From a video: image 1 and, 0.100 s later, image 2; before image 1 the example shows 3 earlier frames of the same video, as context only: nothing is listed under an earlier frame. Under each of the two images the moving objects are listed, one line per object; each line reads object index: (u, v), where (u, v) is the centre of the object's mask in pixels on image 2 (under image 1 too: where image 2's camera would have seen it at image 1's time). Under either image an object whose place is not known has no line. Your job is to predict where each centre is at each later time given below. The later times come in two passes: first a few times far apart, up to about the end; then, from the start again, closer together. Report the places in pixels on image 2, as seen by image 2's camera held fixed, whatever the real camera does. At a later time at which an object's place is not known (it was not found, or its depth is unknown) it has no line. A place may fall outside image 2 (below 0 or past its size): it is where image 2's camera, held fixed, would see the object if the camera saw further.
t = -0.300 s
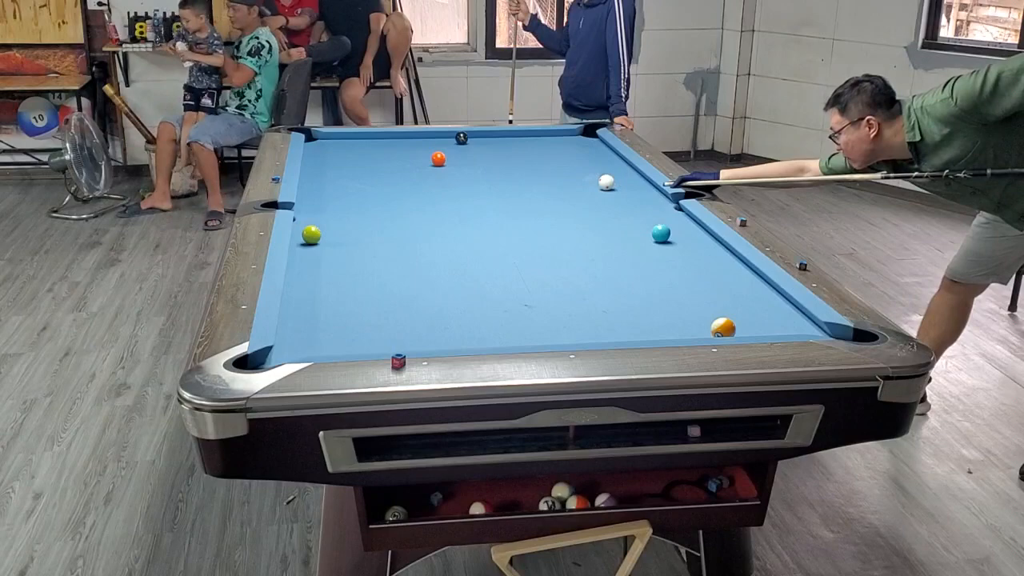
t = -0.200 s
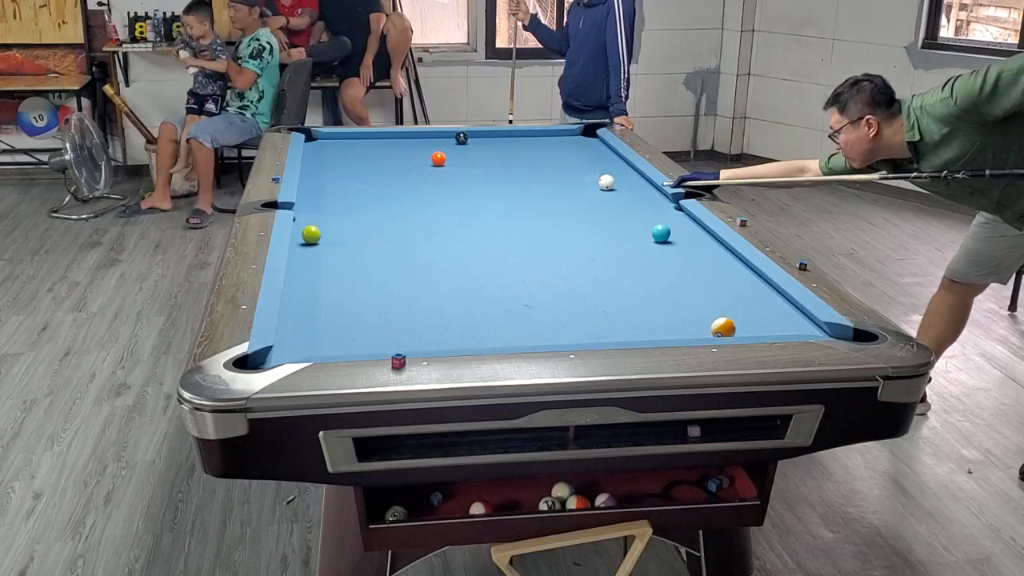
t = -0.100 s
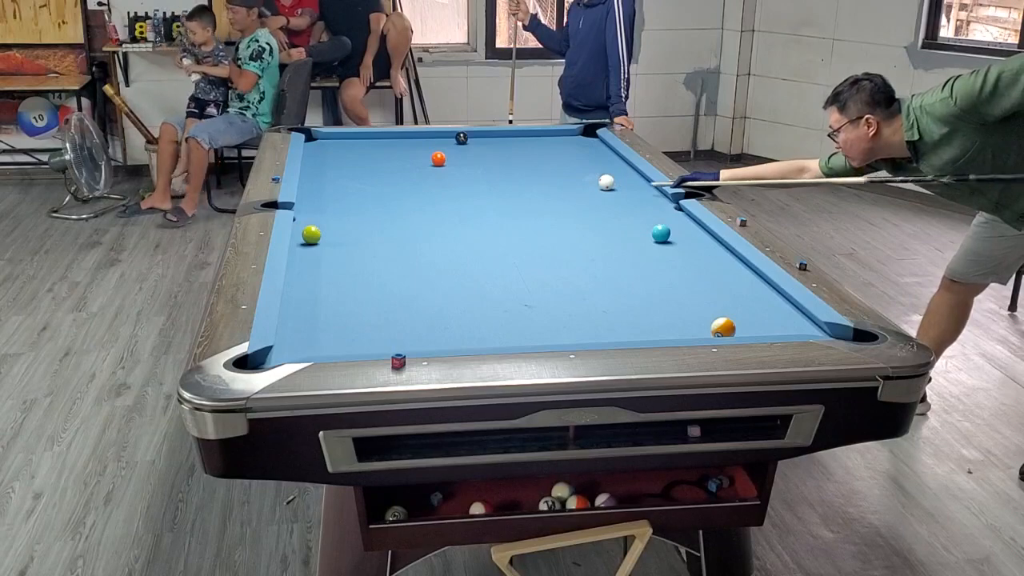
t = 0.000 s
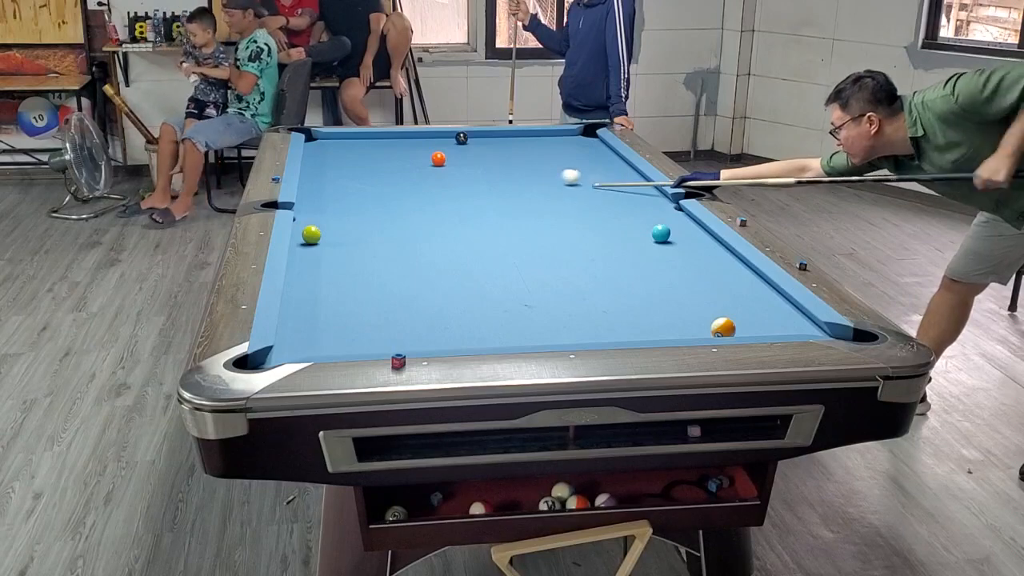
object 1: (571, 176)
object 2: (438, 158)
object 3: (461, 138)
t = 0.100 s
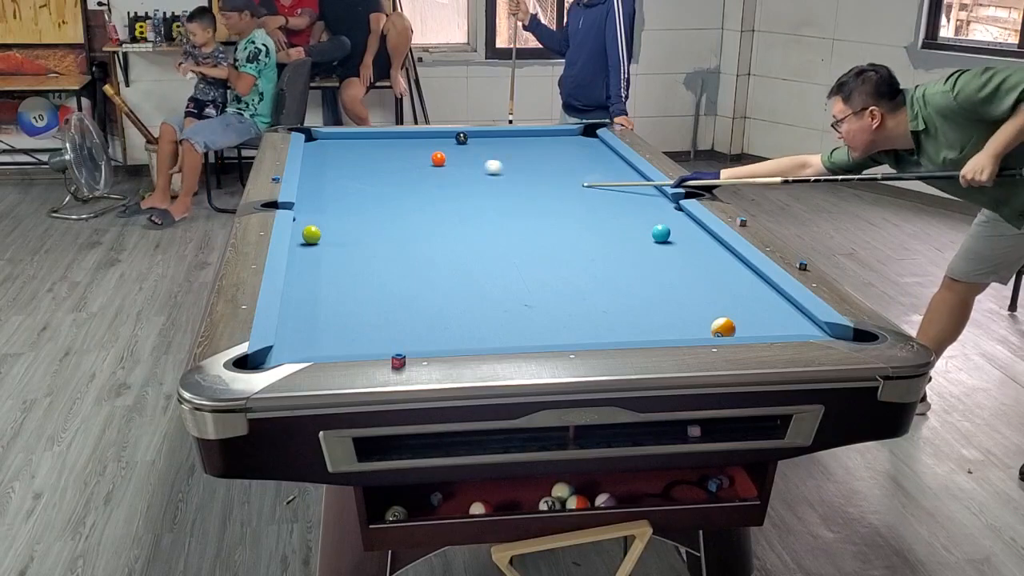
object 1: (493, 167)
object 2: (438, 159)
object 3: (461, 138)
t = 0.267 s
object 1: (438, 163)
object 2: (389, 148)
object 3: (461, 138)
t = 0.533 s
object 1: (423, 167)
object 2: (321, 137)
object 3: (461, 138)
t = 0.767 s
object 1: (410, 171)
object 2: (365, 137)
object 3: (461, 138)
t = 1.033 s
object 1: (395, 176)
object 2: (412, 138)
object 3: (461, 138)
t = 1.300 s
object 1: (381, 180)
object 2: (451, 139)
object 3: (468, 137)
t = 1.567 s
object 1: (367, 184)
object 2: (466, 141)
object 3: (493, 136)
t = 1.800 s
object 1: (355, 187)
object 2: (478, 143)
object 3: (514, 135)
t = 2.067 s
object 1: (342, 191)
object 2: (492, 144)
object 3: (536, 133)
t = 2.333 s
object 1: (329, 195)
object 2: (505, 146)
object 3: (556, 132)
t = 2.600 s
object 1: (317, 199)
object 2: (518, 148)
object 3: (574, 132)
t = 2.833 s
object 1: (307, 201)
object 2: (528, 149)
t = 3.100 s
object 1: (306, 203)
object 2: (538, 151)
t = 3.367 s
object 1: (311, 205)
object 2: (549, 152)
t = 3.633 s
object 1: (315, 206)
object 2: (558, 153)
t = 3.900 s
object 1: (317, 207)
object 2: (566, 154)
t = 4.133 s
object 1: (318, 208)
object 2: (572, 155)
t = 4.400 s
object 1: (318, 208)
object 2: (579, 156)
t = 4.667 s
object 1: (318, 208)
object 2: (584, 157)
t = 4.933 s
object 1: (318, 208)
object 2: (589, 157)
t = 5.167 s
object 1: (319, 208)
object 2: (592, 158)
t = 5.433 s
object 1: (319, 208)
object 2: (594, 158)
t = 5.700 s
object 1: (319, 208)
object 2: (596, 158)
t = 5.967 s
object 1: (319, 208)
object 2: (597, 158)
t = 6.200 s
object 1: (319, 208)
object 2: (597, 158)
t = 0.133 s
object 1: (470, 164)
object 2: (438, 158)
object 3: (461, 138)
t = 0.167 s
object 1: (448, 161)
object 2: (436, 158)
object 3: (461, 138)
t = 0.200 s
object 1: (444, 161)
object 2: (421, 155)
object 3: (461, 138)
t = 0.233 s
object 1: (441, 162)
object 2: (404, 152)
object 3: (461, 138)
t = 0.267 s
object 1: (438, 163)
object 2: (389, 148)
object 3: (461, 138)
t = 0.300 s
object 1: (436, 163)
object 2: (375, 145)
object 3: (461, 138)
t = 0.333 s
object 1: (434, 164)
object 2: (361, 142)
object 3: (461, 138)
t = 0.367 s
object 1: (432, 164)
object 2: (347, 140)
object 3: (461, 138)
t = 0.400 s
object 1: (430, 165)
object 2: (335, 137)
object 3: (461, 138)
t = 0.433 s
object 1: (428, 166)
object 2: (323, 135)
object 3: (461, 138)
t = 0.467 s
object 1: (426, 166)
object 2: (313, 136)
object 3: (461, 138)
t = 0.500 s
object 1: (424, 167)
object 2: (313, 136)
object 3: (461, 138)
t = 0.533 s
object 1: (423, 167)
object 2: (321, 137)
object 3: (461, 138)
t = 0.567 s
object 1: (421, 168)
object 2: (328, 137)
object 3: (461, 138)
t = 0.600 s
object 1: (419, 169)
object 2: (335, 137)
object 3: (461, 138)
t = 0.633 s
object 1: (417, 169)
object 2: (341, 137)
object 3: (461, 138)
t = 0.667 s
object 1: (415, 170)
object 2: (347, 137)
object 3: (461, 138)
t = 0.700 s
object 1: (413, 170)
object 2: (353, 137)
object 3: (461, 138)
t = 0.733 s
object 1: (412, 171)
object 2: (359, 137)
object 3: (461, 138)
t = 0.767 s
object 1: (410, 171)
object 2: (365, 137)
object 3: (461, 138)
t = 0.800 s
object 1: (408, 172)
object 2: (371, 137)
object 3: (461, 138)
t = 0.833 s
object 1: (406, 172)
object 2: (377, 137)
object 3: (461, 138)
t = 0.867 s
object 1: (404, 173)
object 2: (383, 137)
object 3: (461, 138)
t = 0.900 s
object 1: (402, 173)
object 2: (389, 138)
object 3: (461, 138)
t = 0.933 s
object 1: (400, 174)
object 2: (394, 138)
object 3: (461, 138)
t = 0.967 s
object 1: (399, 175)
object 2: (401, 138)
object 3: (461, 138)
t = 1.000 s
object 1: (397, 175)
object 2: (406, 138)
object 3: (461, 138)
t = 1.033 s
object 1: (395, 176)
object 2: (412, 138)
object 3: (461, 138)
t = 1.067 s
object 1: (393, 176)
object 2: (418, 138)
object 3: (461, 138)
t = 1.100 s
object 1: (392, 176)
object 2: (423, 138)
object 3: (461, 138)
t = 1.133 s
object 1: (390, 177)
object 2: (429, 138)
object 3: (461, 138)
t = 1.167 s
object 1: (388, 178)
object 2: (435, 138)
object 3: (461, 138)
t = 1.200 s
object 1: (386, 178)
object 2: (440, 138)
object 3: (461, 138)
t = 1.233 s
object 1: (384, 179)
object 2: (446, 138)
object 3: (461, 138)
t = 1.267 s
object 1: (383, 179)
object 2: (449, 138)
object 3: (463, 138)
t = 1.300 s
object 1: (381, 180)
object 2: (451, 139)
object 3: (468, 137)
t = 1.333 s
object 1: (379, 180)
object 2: (452, 139)
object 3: (471, 137)
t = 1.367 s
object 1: (377, 181)
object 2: (454, 139)
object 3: (474, 137)
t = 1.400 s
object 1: (375, 181)
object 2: (456, 139)
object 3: (477, 137)
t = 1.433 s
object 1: (374, 182)
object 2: (458, 140)
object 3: (481, 137)
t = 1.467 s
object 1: (372, 182)
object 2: (460, 140)
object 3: (484, 137)
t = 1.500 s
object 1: (370, 183)
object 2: (462, 140)
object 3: (487, 136)
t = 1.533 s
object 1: (369, 183)
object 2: (464, 141)
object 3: (490, 136)
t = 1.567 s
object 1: (367, 184)
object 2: (466, 141)
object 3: (493, 136)
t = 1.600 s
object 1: (365, 184)
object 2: (467, 141)
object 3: (496, 136)
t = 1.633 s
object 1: (363, 185)
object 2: (469, 141)
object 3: (499, 136)
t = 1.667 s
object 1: (361, 185)
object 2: (471, 142)
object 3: (502, 136)
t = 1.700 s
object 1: (360, 186)
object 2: (473, 142)
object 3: (505, 135)
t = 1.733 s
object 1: (358, 186)
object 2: (475, 142)
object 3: (508, 135)
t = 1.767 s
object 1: (357, 187)
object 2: (476, 142)
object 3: (511, 135)
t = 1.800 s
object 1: (355, 187)
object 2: (478, 143)
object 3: (514, 135)
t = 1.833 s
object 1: (353, 188)
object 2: (480, 143)
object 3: (516, 135)
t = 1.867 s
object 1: (351, 188)
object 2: (482, 143)
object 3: (519, 135)
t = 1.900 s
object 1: (350, 189)
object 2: (483, 143)
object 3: (522, 134)
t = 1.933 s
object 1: (348, 189)
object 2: (485, 144)
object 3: (525, 134)
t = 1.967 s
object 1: (347, 190)
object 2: (487, 144)
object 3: (528, 134)
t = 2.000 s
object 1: (345, 190)
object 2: (489, 144)
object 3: (531, 134)
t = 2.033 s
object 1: (343, 191)
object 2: (490, 144)
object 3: (533, 134)
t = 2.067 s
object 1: (342, 191)
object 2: (492, 144)
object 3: (536, 133)
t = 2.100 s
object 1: (340, 192)
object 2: (494, 145)
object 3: (539, 133)
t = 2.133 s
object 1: (338, 192)
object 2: (496, 145)
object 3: (541, 133)
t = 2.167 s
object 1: (337, 192)
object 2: (497, 145)
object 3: (544, 133)
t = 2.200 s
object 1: (335, 193)
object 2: (499, 145)
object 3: (547, 133)
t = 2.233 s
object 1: (334, 193)
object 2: (500, 146)
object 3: (549, 133)
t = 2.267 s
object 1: (332, 194)
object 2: (502, 146)
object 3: (552, 132)
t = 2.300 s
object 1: (331, 194)
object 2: (504, 146)
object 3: (554, 132)
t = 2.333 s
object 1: (329, 195)
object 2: (505, 146)
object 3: (556, 132)
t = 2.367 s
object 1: (327, 195)
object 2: (507, 147)
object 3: (559, 132)
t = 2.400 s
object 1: (326, 196)
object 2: (508, 147)
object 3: (561, 132)
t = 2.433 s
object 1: (325, 196)
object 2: (510, 147)
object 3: (563, 132)
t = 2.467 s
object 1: (323, 197)
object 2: (512, 147)
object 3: (565, 132)
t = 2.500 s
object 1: (321, 197)
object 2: (513, 147)
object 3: (567, 132)
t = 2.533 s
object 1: (320, 197)
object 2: (515, 148)
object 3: (570, 132)
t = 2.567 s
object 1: (319, 198)
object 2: (516, 148)
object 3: (572, 132)
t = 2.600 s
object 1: (317, 199)
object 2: (518, 148)
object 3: (574, 132)
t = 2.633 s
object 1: (316, 199)
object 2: (519, 148)
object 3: (576, 132)
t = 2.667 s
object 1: (314, 199)
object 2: (521, 148)
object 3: (578, 132)
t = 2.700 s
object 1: (313, 200)
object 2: (522, 149)
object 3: (580, 133)
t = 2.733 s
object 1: (311, 200)
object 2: (524, 149)
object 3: (582, 133)
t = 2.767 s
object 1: (310, 200)
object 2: (525, 149)
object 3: (584, 133)
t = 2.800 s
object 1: (309, 201)
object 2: (526, 149)
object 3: (587, 133)
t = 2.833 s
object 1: (307, 201)
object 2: (528, 149)
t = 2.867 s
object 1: (306, 202)
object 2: (529, 150)
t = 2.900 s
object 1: (305, 202)
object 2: (530, 150)
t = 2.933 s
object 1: (304, 203)
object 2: (532, 150)
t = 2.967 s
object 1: (304, 203)
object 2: (533, 150)
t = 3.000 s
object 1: (305, 203)
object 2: (534, 150)
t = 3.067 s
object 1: (306, 203)
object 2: (537, 151)
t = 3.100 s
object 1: (306, 203)
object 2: (538, 151)
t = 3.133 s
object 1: (307, 204)
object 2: (540, 151)
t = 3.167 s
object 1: (308, 204)
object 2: (541, 151)
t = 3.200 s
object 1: (308, 204)
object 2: (542, 151)
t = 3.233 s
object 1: (309, 204)
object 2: (544, 151)
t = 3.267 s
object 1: (309, 204)
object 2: (545, 152)
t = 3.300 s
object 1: (310, 205)
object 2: (546, 152)
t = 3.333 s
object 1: (310, 205)
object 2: (547, 152)
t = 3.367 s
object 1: (311, 205)
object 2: (549, 152)
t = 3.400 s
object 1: (311, 205)
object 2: (550, 152)
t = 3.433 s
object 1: (312, 205)
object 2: (551, 152)
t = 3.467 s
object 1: (312, 205)
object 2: (552, 152)
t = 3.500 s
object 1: (313, 206)
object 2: (553, 153)
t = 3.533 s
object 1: (313, 206)
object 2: (554, 153)
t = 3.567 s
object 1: (314, 206)
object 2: (555, 153)
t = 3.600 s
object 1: (314, 206)
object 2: (557, 153)
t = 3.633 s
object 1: (315, 206)
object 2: (558, 153)
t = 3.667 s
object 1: (315, 206)
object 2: (558, 153)
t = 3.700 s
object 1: (316, 206)
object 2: (560, 153)
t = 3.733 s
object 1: (316, 206)
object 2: (561, 154)
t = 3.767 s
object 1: (316, 207)
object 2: (562, 154)
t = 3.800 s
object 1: (316, 207)
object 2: (563, 154)
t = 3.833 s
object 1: (317, 207)
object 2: (564, 154)
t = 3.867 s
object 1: (317, 207)
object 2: (565, 154)
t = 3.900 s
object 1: (317, 207)
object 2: (566, 154)
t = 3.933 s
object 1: (317, 207)
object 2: (567, 154)
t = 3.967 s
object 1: (318, 207)
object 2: (568, 155)
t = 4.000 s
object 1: (318, 207)
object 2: (569, 155)
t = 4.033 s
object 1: (318, 207)
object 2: (570, 155)
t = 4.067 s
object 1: (318, 207)
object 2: (570, 155)
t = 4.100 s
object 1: (318, 208)
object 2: (571, 155)
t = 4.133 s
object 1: (318, 208)
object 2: (572, 155)
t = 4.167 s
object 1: (318, 208)
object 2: (573, 155)
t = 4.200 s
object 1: (318, 208)
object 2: (574, 156)
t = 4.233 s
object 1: (318, 208)
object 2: (575, 156)
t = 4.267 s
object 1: (318, 208)
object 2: (576, 156)
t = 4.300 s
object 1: (318, 208)
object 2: (577, 156)
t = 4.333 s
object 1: (318, 208)
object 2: (577, 156)
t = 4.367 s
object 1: (319, 208)
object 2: (578, 156)
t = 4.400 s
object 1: (318, 208)
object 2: (579, 156)
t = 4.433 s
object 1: (319, 208)
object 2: (580, 156)
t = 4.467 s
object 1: (319, 208)
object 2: (580, 156)
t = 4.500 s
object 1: (319, 208)
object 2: (581, 156)
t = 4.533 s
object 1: (318, 208)
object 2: (582, 156)
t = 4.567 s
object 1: (318, 208)
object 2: (582, 156)
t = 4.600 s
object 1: (319, 208)
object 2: (583, 157)
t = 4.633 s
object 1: (319, 208)
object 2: (584, 157)
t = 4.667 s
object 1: (318, 208)
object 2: (584, 157)
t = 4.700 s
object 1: (318, 208)
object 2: (585, 157)
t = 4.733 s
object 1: (318, 208)
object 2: (586, 157)
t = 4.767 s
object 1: (318, 208)
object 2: (586, 157)
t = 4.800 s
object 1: (318, 208)
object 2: (587, 157)
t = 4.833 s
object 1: (318, 208)
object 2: (587, 157)
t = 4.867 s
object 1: (318, 208)
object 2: (588, 157)
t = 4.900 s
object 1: (318, 208)
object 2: (588, 157)
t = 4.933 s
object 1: (318, 208)
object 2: (589, 157)
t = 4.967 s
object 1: (319, 208)
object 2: (590, 157)
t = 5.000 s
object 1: (318, 208)
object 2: (590, 157)
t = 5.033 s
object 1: (319, 208)
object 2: (590, 157)
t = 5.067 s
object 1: (319, 208)
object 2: (591, 158)
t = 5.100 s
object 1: (319, 208)
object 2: (591, 158)
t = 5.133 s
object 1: (319, 208)
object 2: (592, 158)
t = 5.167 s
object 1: (319, 208)
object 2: (592, 158)
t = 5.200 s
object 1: (319, 208)
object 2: (592, 158)
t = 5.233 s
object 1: (319, 208)
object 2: (593, 158)
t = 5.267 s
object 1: (319, 208)
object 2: (593, 158)
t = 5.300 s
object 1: (319, 208)
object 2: (593, 158)
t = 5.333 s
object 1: (319, 208)
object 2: (594, 158)
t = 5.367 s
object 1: (319, 208)
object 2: (594, 158)
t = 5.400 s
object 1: (319, 208)
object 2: (594, 158)
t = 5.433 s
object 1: (319, 208)
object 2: (594, 158)
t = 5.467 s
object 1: (319, 208)
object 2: (595, 158)
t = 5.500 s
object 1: (319, 208)
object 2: (595, 158)
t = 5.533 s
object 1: (319, 208)
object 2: (595, 158)
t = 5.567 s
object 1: (319, 208)
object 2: (595, 158)
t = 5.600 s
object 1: (319, 208)
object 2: (596, 158)
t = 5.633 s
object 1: (319, 208)
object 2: (596, 158)
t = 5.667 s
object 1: (319, 208)
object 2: (596, 158)
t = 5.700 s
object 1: (319, 208)
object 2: (596, 158)
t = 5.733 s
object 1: (319, 208)
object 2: (596, 158)
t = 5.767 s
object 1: (319, 208)
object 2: (597, 158)
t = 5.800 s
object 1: (319, 208)
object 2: (597, 158)
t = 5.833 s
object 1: (319, 208)
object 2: (597, 158)
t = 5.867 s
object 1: (319, 208)
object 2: (597, 158)
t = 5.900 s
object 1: (319, 208)
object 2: (597, 158)
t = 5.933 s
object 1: (319, 208)
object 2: (597, 158)
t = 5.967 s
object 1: (319, 208)
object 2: (597, 158)
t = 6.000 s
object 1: (319, 208)
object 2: (597, 158)
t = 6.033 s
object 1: (319, 208)
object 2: (597, 158)
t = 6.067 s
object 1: (319, 208)
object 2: (597, 158)
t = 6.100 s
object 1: (319, 208)
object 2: (597, 158)
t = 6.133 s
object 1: (319, 208)
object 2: (597, 158)
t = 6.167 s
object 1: (319, 208)
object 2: (597, 158)
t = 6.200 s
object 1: (319, 208)
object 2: (597, 158)
